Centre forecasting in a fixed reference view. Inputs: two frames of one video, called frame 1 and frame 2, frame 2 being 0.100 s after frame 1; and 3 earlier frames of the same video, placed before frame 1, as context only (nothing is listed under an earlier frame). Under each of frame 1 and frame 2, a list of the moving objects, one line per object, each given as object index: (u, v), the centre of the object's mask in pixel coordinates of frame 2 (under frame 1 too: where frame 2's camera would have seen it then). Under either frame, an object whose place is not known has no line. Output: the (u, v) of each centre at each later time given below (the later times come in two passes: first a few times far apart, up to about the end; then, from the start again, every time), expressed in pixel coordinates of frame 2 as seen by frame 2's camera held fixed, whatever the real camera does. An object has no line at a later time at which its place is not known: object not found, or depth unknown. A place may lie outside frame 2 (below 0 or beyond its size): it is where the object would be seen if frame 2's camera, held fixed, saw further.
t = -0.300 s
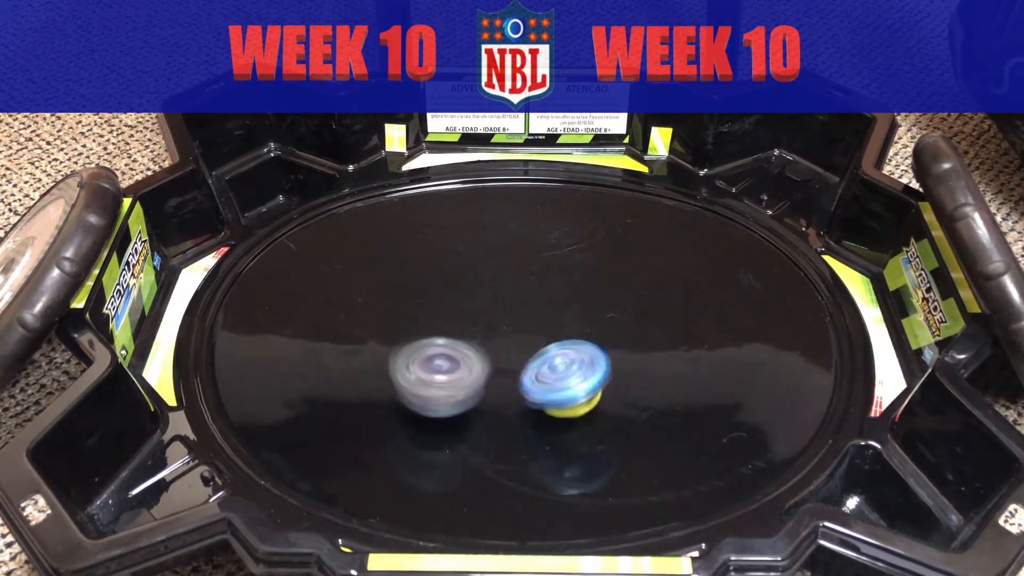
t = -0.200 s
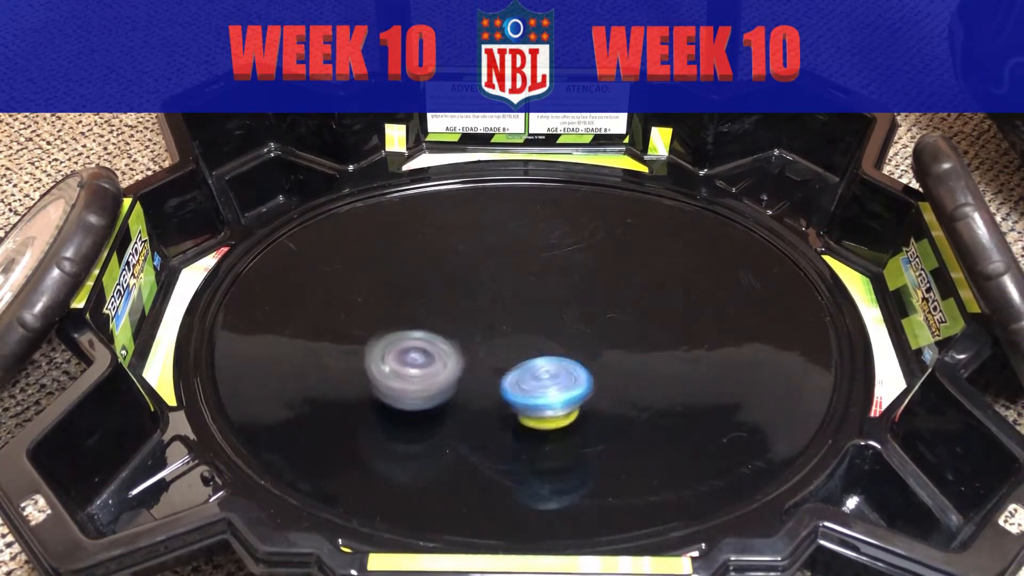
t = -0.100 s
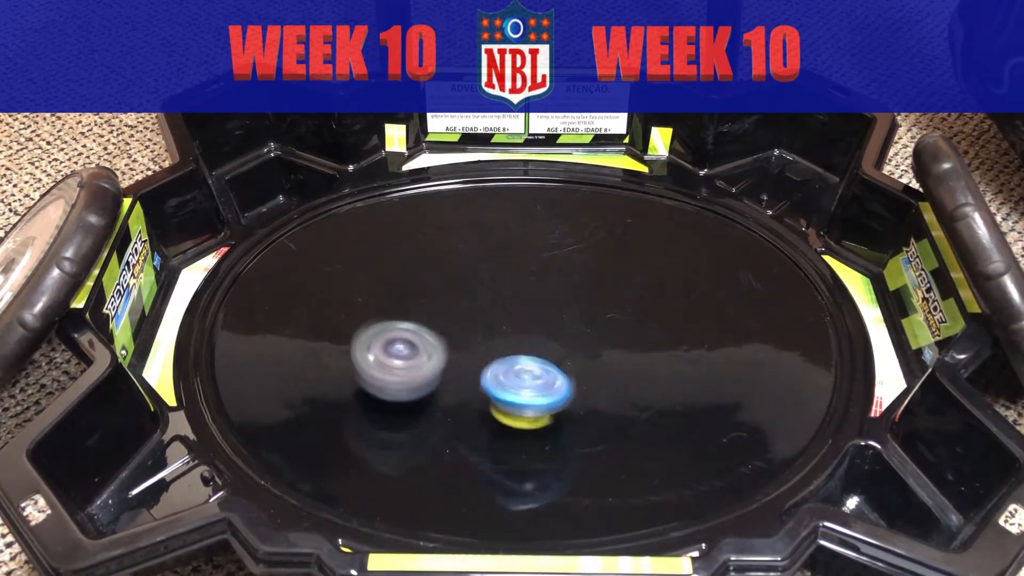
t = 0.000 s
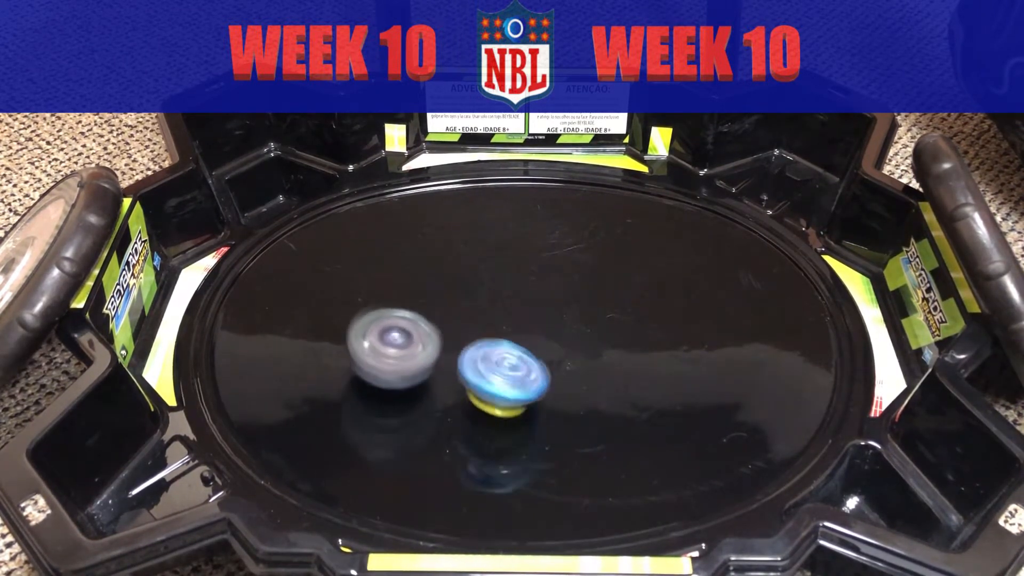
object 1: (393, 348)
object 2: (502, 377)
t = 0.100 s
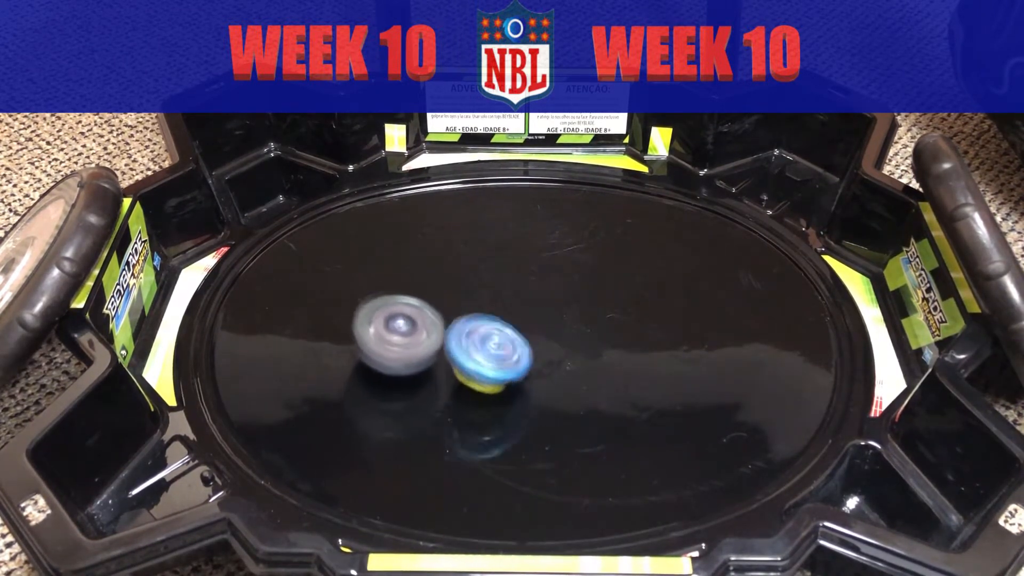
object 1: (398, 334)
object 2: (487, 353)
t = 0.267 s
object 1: (397, 305)
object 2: (515, 319)
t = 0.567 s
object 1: (446, 278)
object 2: (565, 313)
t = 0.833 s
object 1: (524, 283)
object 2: (558, 347)
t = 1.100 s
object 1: (583, 261)
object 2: (528, 371)
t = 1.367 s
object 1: (605, 284)
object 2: (544, 342)
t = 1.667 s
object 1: (642, 317)
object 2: (532, 347)
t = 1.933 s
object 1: (638, 357)
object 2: (516, 333)
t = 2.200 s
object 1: (620, 382)
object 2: (519, 322)
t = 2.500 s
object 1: (535, 376)
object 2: (511, 301)
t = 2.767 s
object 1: (469, 351)
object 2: (511, 269)
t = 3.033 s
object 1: (418, 313)
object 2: (549, 309)
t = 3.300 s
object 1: (412, 281)
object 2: (545, 361)
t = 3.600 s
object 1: (471, 286)
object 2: (517, 352)
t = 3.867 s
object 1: (521, 289)
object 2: (528, 368)
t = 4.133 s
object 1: (576, 301)
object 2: (503, 380)
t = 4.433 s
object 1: (575, 338)
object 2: (497, 375)
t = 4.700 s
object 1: (562, 350)
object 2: (462, 365)
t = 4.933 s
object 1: (576, 336)
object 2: (468, 354)
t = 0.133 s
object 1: (396, 328)
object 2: (491, 345)
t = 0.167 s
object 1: (394, 322)
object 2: (497, 338)
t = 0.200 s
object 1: (395, 316)
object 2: (502, 333)
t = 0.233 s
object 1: (396, 310)
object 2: (508, 325)
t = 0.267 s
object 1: (397, 305)
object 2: (515, 319)
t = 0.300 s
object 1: (400, 300)
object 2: (523, 313)
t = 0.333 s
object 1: (403, 295)
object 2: (530, 310)
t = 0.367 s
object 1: (407, 291)
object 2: (537, 306)
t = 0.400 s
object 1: (412, 288)
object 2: (543, 306)
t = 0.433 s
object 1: (417, 285)
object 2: (549, 305)
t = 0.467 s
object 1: (423, 283)
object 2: (555, 306)
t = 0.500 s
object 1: (430, 281)
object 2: (559, 308)
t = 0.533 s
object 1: (437, 279)
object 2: (563, 309)
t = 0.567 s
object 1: (446, 278)
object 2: (565, 313)
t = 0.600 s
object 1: (455, 278)
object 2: (569, 315)
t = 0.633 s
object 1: (464, 278)
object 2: (570, 320)
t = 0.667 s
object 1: (474, 278)
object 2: (570, 324)
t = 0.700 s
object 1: (484, 279)
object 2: (570, 329)
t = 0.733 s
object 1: (494, 280)
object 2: (568, 334)
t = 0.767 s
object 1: (505, 281)
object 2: (566, 339)
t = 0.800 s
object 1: (514, 282)
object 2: (562, 343)
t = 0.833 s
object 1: (524, 283)
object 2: (558, 347)
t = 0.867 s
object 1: (535, 279)
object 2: (555, 356)
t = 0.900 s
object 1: (545, 275)
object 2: (549, 360)
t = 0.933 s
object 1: (552, 273)
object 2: (544, 369)
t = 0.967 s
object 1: (559, 270)
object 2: (537, 373)
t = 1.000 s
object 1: (566, 267)
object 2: (532, 376)
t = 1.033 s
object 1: (572, 264)
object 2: (526, 375)
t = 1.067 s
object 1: (578, 262)
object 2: (527, 373)
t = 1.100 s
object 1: (583, 261)
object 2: (528, 371)
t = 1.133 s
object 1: (588, 261)
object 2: (526, 366)
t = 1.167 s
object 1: (592, 262)
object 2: (527, 362)
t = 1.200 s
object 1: (596, 263)
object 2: (528, 357)
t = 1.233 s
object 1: (599, 265)
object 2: (531, 353)
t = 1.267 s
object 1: (601, 268)
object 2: (534, 349)
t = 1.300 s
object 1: (602, 273)
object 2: (536, 345)
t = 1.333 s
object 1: (604, 278)
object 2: (540, 343)
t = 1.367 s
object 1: (605, 284)
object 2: (544, 342)
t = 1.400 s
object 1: (610, 289)
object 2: (544, 342)
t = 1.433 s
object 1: (618, 292)
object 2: (541, 344)
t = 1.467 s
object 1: (624, 294)
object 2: (536, 346)
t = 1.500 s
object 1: (629, 296)
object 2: (534, 347)
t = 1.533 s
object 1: (633, 299)
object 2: (534, 348)
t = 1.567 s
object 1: (636, 303)
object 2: (534, 348)
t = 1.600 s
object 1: (639, 308)
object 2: (534, 349)
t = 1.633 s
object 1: (641, 313)
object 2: (532, 347)
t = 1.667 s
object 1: (642, 317)
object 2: (532, 347)
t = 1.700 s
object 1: (642, 320)
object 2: (532, 347)
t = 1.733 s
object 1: (641, 325)
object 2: (532, 345)
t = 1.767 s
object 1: (638, 330)
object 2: (532, 344)
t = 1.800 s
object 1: (636, 336)
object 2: (533, 344)
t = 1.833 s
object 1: (632, 341)
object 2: (534, 343)
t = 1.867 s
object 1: (631, 347)
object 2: (533, 341)
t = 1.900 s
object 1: (636, 353)
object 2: (523, 341)
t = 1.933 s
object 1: (638, 357)
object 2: (516, 333)
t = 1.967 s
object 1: (639, 363)
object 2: (512, 328)
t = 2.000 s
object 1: (640, 369)
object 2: (506, 325)
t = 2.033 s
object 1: (641, 372)
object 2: (507, 322)
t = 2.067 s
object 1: (639, 374)
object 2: (508, 321)
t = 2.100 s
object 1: (635, 377)
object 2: (512, 320)
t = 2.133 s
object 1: (631, 380)
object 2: (518, 320)
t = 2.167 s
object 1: (626, 382)
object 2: (521, 321)
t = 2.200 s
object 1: (620, 382)
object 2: (519, 322)
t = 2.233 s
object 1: (612, 381)
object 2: (518, 323)
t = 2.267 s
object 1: (602, 381)
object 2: (516, 322)
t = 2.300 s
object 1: (593, 382)
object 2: (512, 321)
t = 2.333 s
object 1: (585, 380)
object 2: (511, 320)
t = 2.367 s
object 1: (575, 378)
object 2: (513, 319)
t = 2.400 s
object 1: (564, 376)
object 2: (512, 318)
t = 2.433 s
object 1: (554, 375)
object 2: (514, 316)
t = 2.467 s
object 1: (546, 376)
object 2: (517, 309)
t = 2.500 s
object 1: (535, 376)
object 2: (511, 301)
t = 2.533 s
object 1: (524, 375)
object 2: (511, 293)
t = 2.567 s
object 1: (514, 374)
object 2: (509, 285)
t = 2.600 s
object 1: (507, 372)
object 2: (507, 279)
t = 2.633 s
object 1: (498, 368)
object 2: (509, 275)
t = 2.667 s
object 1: (489, 365)
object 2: (510, 272)
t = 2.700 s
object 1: (483, 362)
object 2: (509, 271)
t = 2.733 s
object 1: (476, 356)
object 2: (510, 268)
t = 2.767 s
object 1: (469, 351)
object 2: (511, 269)
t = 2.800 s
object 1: (463, 347)
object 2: (511, 271)
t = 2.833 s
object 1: (460, 341)
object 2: (513, 273)
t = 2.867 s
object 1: (456, 335)
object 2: (516, 277)
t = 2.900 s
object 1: (451, 328)
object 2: (517, 282)
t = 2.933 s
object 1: (440, 325)
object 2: (525, 289)
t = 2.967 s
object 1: (430, 320)
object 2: (536, 293)
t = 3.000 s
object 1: (421, 317)
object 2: (545, 301)
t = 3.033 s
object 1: (418, 313)
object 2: (549, 309)
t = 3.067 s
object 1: (413, 308)
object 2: (555, 318)
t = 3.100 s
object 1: (409, 304)
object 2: (558, 325)
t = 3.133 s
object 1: (408, 300)
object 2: (557, 334)
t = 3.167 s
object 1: (406, 295)
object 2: (560, 341)
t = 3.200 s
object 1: (406, 291)
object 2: (559, 347)
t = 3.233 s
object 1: (407, 287)
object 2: (554, 353)
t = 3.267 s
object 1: (409, 282)
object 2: (551, 356)
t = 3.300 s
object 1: (412, 281)
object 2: (545, 361)
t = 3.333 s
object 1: (417, 278)
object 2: (541, 363)
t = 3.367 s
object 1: (421, 277)
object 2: (537, 364)
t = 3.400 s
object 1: (428, 278)
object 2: (531, 365)
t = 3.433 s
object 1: (435, 277)
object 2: (527, 364)
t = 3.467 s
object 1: (441, 279)
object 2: (525, 363)
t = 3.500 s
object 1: (450, 280)
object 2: (521, 359)
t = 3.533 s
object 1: (457, 281)
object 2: (519, 357)
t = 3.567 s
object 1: (464, 285)
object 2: (518, 354)
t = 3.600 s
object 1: (471, 286)
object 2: (517, 352)
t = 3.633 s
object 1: (477, 283)
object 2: (521, 358)
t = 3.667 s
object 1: (485, 283)
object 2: (525, 364)
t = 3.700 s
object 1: (491, 281)
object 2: (523, 369)
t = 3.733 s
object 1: (497, 282)
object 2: (522, 369)
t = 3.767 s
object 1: (504, 283)
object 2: (523, 369)
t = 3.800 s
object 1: (510, 284)
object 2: (525, 369)
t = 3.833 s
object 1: (517, 287)
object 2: (528, 368)
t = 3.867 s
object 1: (521, 289)
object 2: (528, 368)
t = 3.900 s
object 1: (527, 294)
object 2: (527, 366)
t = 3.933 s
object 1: (532, 296)
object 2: (527, 363)
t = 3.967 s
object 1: (542, 294)
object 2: (522, 364)
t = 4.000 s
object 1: (554, 292)
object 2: (514, 371)
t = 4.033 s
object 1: (561, 293)
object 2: (509, 379)
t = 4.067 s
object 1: (567, 295)
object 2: (505, 380)
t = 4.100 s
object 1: (571, 297)
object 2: (504, 381)
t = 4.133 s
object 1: (576, 301)
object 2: (503, 380)
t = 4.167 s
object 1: (578, 303)
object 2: (501, 378)
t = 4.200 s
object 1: (582, 309)
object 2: (500, 376)
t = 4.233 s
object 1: (583, 311)
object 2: (498, 375)
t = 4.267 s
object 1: (584, 318)
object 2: (497, 376)
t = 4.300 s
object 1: (584, 321)
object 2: (497, 375)
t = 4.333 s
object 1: (583, 327)
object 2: (497, 375)
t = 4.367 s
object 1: (581, 330)
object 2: (497, 375)
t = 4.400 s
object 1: (578, 336)
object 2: (497, 375)
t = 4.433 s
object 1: (575, 338)
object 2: (497, 375)
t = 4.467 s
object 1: (570, 343)
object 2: (497, 375)
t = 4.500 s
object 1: (568, 344)
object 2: (496, 375)
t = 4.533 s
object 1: (564, 347)
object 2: (490, 376)
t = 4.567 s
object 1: (562, 348)
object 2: (486, 375)
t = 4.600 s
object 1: (560, 351)
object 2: (479, 374)
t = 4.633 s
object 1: (557, 350)
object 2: (474, 372)
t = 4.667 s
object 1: (559, 352)
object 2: (469, 368)
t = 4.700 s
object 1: (562, 350)
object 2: (462, 365)
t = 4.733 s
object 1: (568, 350)
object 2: (460, 363)
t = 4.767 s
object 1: (570, 346)
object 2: (461, 362)
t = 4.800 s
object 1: (573, 346)
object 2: (462, 361)
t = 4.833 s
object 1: (574, 343)
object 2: (464, 359)
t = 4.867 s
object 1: (576, 341)
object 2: (466, 356)
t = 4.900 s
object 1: (576, 340)
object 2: (467, 354)
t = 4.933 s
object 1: (576, 336)
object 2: (468, 354)
